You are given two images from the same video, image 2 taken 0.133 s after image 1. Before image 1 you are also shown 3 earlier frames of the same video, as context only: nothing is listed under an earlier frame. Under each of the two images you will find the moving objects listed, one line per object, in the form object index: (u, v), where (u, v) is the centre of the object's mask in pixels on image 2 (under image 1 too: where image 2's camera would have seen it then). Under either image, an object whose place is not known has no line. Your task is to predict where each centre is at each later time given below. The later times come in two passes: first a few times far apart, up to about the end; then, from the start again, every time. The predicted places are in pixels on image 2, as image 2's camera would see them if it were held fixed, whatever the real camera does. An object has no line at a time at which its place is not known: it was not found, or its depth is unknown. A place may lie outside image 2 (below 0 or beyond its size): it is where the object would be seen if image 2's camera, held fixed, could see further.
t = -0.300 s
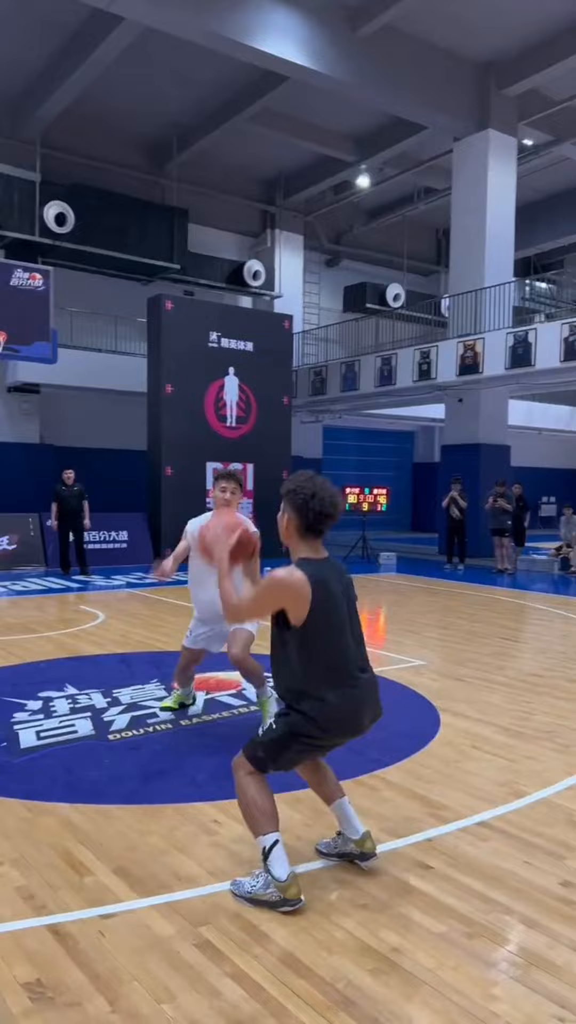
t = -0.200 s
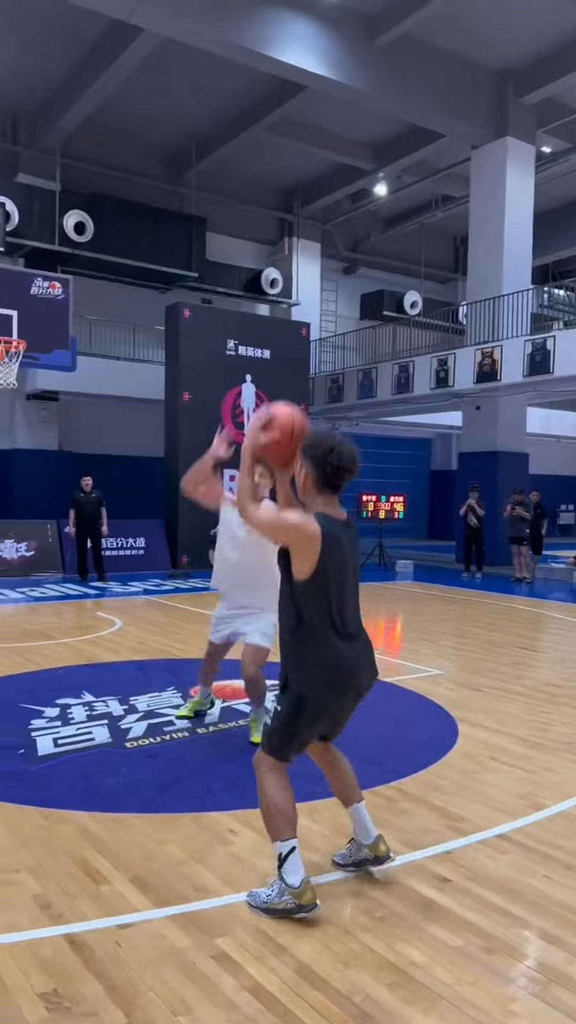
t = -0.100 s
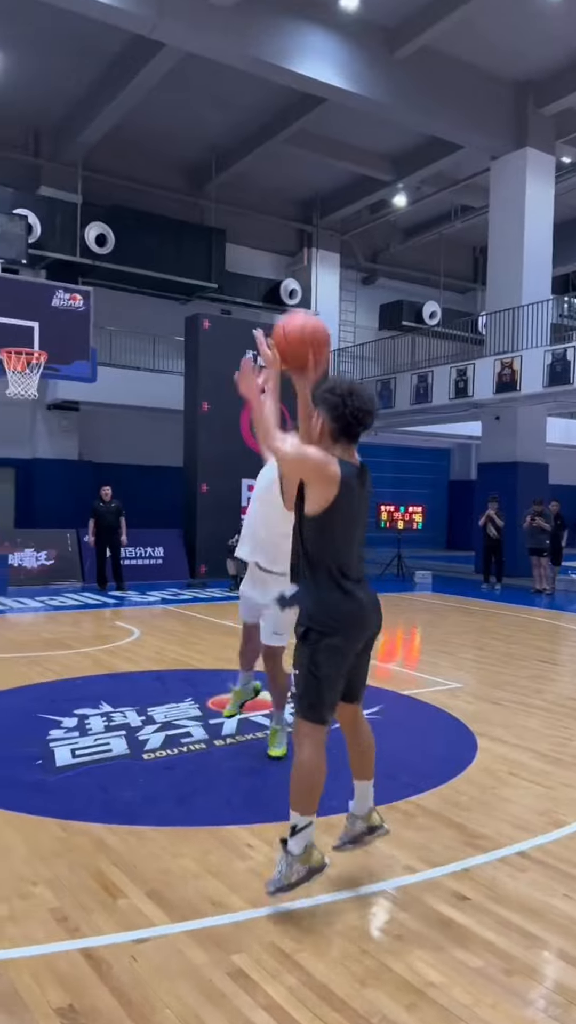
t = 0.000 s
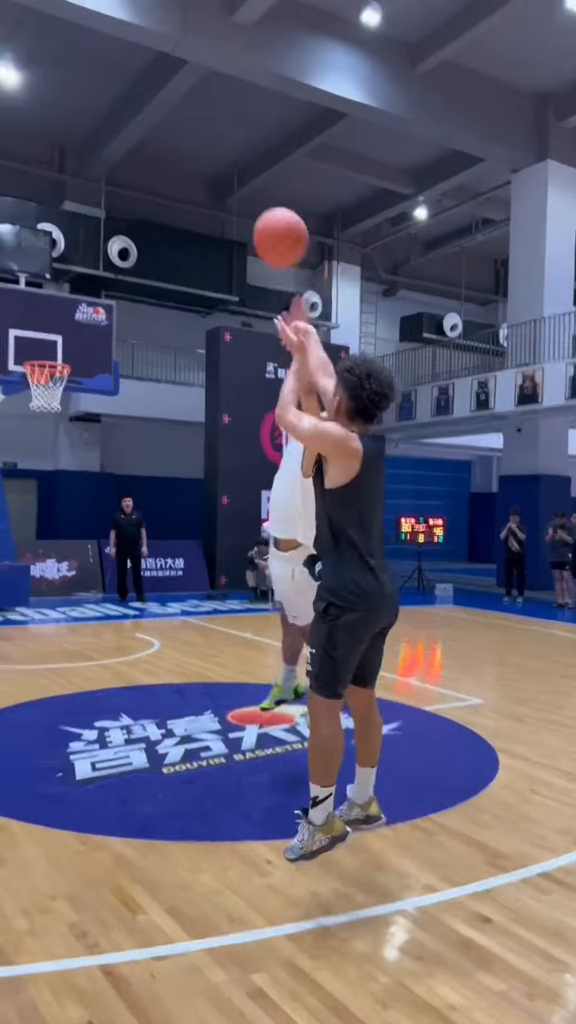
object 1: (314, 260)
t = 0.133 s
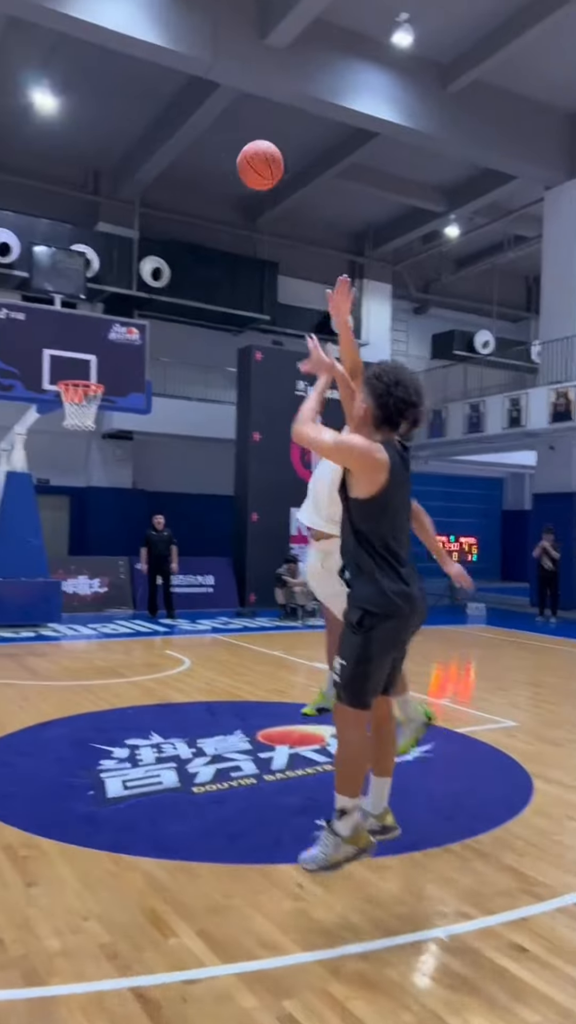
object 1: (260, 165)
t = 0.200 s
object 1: (239, 140)
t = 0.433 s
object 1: (183, 120)
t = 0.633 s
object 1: (148, 160)
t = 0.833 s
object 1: (122, 231)
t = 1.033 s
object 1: (99, 321)
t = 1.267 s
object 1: (79, 411)
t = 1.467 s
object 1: (76, 447)
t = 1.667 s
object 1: (70, 513)
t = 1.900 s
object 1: (61, 639)
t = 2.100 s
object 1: (62, 575)
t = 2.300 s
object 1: (65, 518)
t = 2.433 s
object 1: (66, 499)
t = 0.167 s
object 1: (249, 151)
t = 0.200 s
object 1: (239, 140)
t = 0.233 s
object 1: (230, 131)
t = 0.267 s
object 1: (221, 124)
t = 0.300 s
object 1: (212, 120)
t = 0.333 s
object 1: (204, 118)
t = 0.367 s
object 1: (197, 117)
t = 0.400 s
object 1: (190, 118)
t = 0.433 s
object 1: (183, 120)
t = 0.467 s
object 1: (177, 124)
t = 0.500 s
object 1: (171, 129)
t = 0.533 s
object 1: (164, 135)
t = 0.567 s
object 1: (159, 142)
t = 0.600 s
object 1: (154, 151)
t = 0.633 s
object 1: (148, 160)
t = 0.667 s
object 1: (144, 170)
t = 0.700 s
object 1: (139, 180)
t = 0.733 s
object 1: (135, 192)
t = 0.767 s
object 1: (130, 205)
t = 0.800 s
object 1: (126, 217)
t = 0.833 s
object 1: (122, 231)
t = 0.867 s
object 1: (118, 246)
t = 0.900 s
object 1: (114, 260)
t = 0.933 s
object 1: (110, 274)
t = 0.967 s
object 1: (106, 290)
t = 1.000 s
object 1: (103, 305)
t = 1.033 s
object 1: (99, 321)
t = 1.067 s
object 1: (95, 337)
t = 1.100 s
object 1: (91, 354)
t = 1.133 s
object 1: (88, 371)
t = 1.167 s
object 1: (84, 380)
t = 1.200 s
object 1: (80, 398)
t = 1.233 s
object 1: (80, 413)
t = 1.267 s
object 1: (79, 411)
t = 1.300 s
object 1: (78, 418)
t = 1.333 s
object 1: (78, 421)
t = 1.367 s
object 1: (78, 427)
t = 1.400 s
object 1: (77, 433)
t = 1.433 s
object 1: (76, 439)
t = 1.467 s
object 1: (76, 447)
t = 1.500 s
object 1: (74, 456)
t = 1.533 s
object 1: (74, 466)
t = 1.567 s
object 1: (72, 476)
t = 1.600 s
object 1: (71, 488)
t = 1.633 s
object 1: (71, 500)
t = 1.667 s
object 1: (70, 513)
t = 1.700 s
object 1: (69, 528)
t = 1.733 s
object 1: (67, 544)
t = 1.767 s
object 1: (66, 562)
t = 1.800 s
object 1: (64, 579)
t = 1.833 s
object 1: (63, 599)
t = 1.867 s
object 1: (63, 617)
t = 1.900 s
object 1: (61, 639)
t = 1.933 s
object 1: (61, 651)
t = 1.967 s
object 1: (61, 633)
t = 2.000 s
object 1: (61, 617)
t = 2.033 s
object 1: (62, 604)
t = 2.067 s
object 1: (62, 590)
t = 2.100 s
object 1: (62, 575)
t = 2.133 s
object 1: (63, 565)
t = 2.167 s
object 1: (63, 553)
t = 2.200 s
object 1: (64, 543)
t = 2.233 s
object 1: (64, 534)
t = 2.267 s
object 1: (65, 526)
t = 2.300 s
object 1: (65, 518)
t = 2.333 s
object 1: (66, 512)
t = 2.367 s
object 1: (65, 507)
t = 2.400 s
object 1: (65, 502)
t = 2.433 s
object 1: (66, 499)
